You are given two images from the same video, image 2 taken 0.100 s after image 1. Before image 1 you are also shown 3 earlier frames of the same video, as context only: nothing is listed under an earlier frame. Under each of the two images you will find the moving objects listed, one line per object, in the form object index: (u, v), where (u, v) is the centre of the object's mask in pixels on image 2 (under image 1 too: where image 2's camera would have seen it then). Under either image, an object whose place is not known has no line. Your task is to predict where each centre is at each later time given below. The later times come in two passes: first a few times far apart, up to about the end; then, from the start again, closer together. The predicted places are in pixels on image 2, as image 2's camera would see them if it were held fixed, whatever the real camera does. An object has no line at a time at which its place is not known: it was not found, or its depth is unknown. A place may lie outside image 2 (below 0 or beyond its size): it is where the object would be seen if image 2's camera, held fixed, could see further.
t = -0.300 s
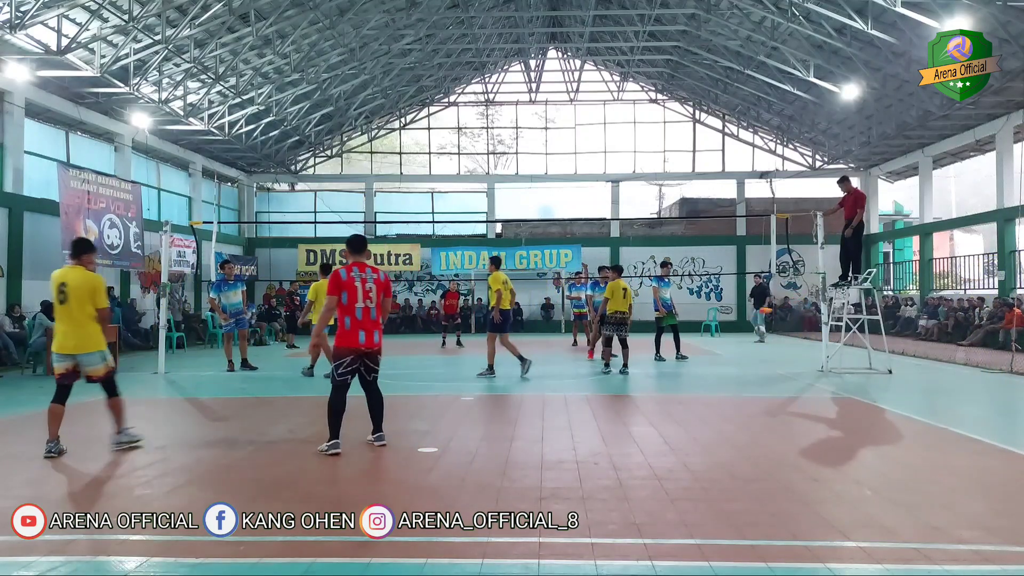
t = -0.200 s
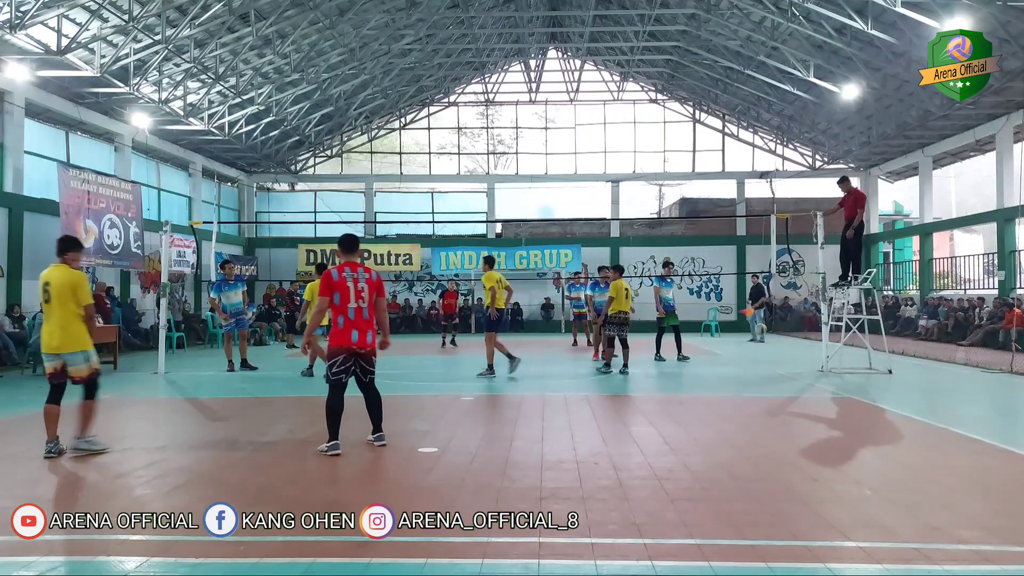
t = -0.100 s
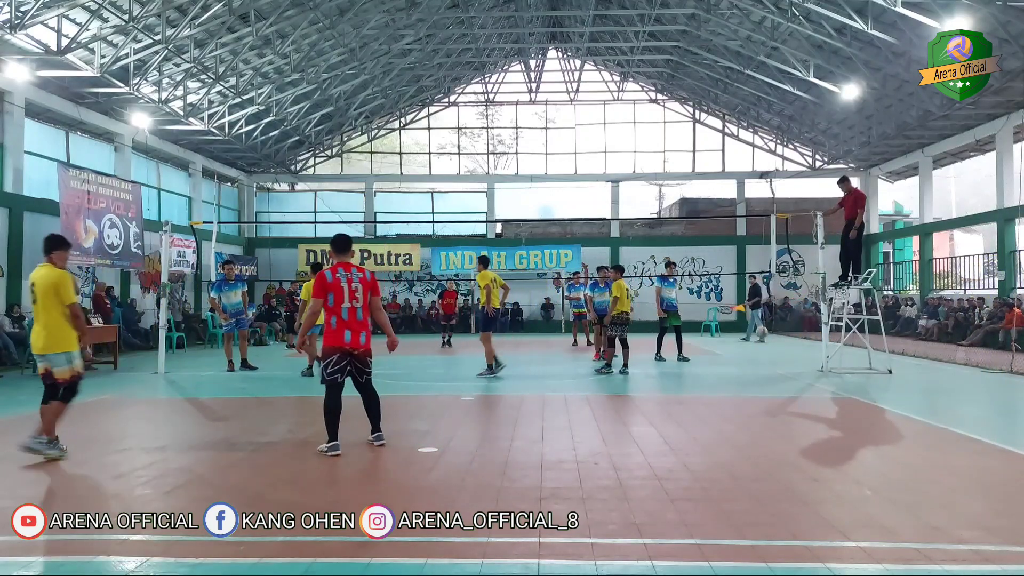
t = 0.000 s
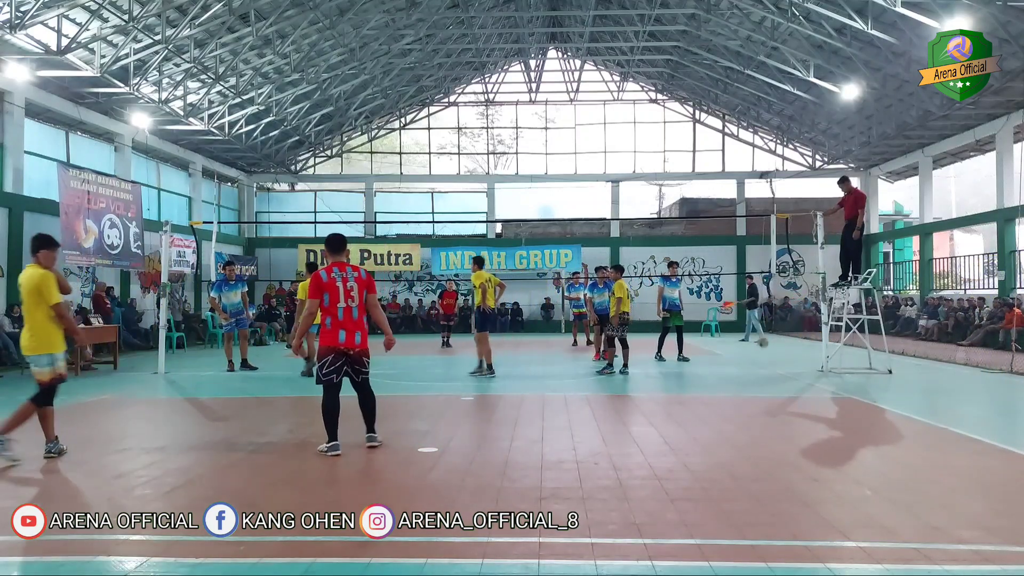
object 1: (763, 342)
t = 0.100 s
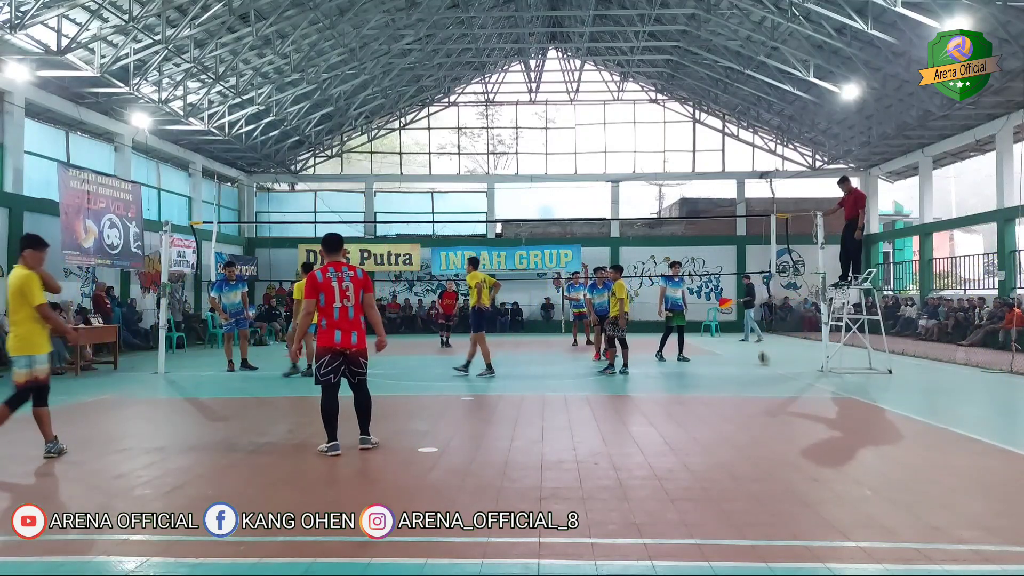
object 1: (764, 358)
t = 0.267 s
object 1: (767, 347)
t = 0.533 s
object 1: (771, 359)
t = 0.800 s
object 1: (775, 362)
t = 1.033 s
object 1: (780, 385)
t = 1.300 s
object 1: (785, 385)
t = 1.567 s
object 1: (794, 403)
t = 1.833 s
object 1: (807, 432)
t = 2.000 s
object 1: (816, 447)
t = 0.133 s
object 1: (765, 357)
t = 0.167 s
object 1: (765, 353)
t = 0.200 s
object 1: (766, 350)
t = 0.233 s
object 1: (766, 348)
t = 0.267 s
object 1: (767, 347)
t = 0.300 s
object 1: (768, 346)
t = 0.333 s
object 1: (768, 345)
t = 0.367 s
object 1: (767, 346)
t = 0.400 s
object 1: (768, 347)
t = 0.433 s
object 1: (769, 348)
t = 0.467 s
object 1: (769, 351)
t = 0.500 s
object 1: (770, 354)
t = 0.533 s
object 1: (771, 359)
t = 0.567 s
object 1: (772, 364)
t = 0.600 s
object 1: (772, 371)
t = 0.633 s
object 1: (773, 371)
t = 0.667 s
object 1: (773, 368)
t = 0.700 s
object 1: (774, 365)
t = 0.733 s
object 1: (774, 363)
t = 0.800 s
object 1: (775, 362)
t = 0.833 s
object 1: (776, 362)
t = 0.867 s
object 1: (777, 363)
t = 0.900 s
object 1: (777, 366)
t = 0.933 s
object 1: (778, 369)
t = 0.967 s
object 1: (779, 373)
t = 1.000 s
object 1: (780, 378)
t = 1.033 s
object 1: (780, 385)
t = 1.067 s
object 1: (782, 388)
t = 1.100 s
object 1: (782, 386)
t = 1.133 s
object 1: (782, 383)
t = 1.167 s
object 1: (783, 381)
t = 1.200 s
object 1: (784, 381)
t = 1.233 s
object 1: (784, 382)
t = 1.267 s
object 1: (785, 383)
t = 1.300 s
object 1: (785, 385)
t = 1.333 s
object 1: (786, 390)
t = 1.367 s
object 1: (787, 395)
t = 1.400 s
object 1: (788, 403)
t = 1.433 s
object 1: (789, 409)
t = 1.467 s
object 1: (790, 406)
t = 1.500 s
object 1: (792, 404)
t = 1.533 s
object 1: (793, 403)
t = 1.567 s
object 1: (794, 403)
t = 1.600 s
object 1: (795, 404)
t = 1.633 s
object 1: (797, 407)
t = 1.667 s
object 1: (799, 410)
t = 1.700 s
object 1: (800, 417)
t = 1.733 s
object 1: (801, 422)
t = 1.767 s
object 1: (803, 432)
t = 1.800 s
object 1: (805, 433)
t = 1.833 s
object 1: (807, 432)
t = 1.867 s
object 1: (808, 432)
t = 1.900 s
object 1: (810, 433)
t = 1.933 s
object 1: (812, 436)
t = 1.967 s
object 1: (814, 439)
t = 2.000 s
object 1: (816, 447)
